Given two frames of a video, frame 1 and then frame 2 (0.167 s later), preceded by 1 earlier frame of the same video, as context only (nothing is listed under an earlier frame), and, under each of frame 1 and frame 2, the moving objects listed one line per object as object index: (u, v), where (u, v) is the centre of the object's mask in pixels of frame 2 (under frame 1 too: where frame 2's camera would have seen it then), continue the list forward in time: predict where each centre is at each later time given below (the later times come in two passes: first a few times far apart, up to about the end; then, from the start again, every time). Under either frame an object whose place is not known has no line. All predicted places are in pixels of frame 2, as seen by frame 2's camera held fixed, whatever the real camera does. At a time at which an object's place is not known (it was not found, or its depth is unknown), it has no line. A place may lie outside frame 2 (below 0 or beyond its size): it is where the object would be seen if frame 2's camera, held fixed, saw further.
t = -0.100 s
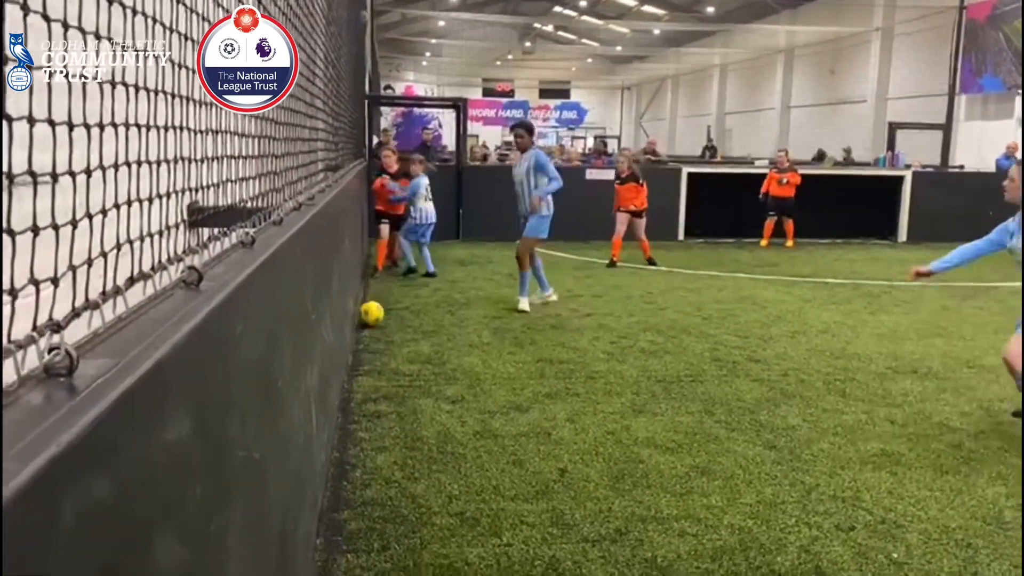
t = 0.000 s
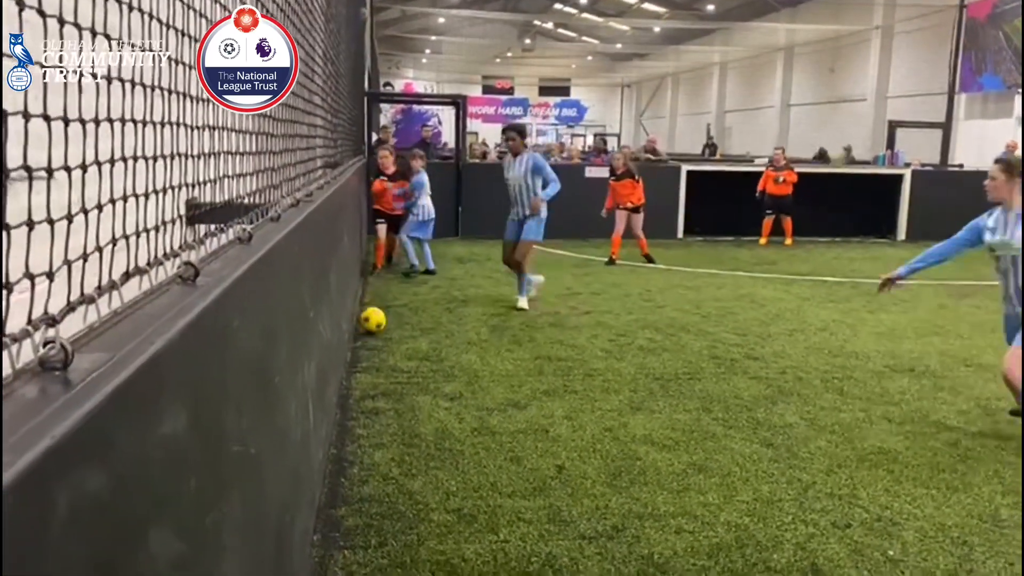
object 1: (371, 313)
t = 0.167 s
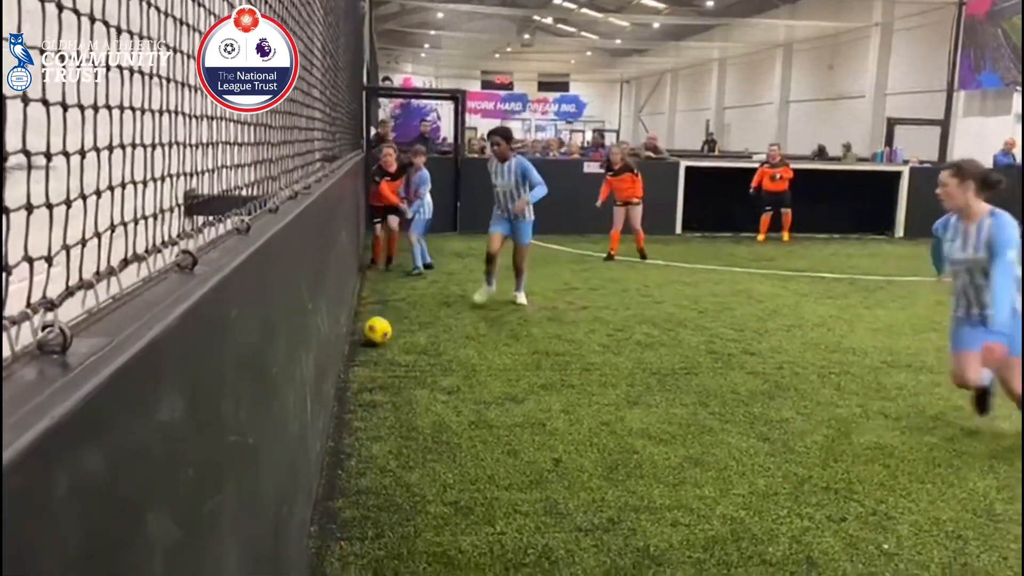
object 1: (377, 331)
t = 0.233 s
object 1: (381, 339)
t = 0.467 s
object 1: (394, 366)
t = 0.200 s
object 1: (379, 336)
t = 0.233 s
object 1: (381, 339)
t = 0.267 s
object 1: (382, 342)
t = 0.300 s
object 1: (384, 348)
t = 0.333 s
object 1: (385, 351)
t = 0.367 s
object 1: (388, 354)
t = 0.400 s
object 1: (390, 360)
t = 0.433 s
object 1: (392, 363)
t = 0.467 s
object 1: (394, 366)
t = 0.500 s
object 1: (397, 370)
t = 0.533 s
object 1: (399, 377)
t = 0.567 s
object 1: (402, 383)
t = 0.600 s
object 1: (405, 387)
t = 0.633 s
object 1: (408, 394)
